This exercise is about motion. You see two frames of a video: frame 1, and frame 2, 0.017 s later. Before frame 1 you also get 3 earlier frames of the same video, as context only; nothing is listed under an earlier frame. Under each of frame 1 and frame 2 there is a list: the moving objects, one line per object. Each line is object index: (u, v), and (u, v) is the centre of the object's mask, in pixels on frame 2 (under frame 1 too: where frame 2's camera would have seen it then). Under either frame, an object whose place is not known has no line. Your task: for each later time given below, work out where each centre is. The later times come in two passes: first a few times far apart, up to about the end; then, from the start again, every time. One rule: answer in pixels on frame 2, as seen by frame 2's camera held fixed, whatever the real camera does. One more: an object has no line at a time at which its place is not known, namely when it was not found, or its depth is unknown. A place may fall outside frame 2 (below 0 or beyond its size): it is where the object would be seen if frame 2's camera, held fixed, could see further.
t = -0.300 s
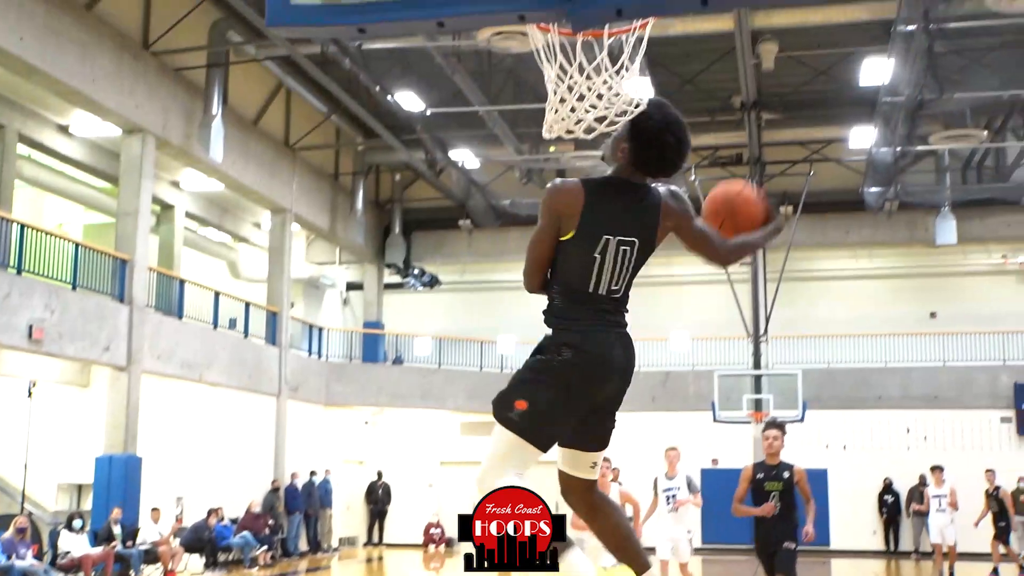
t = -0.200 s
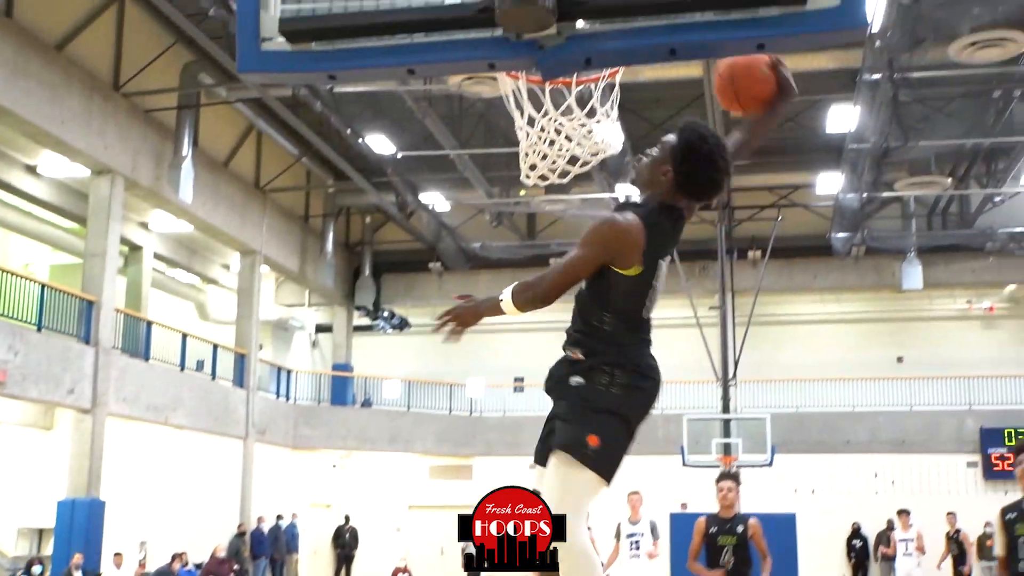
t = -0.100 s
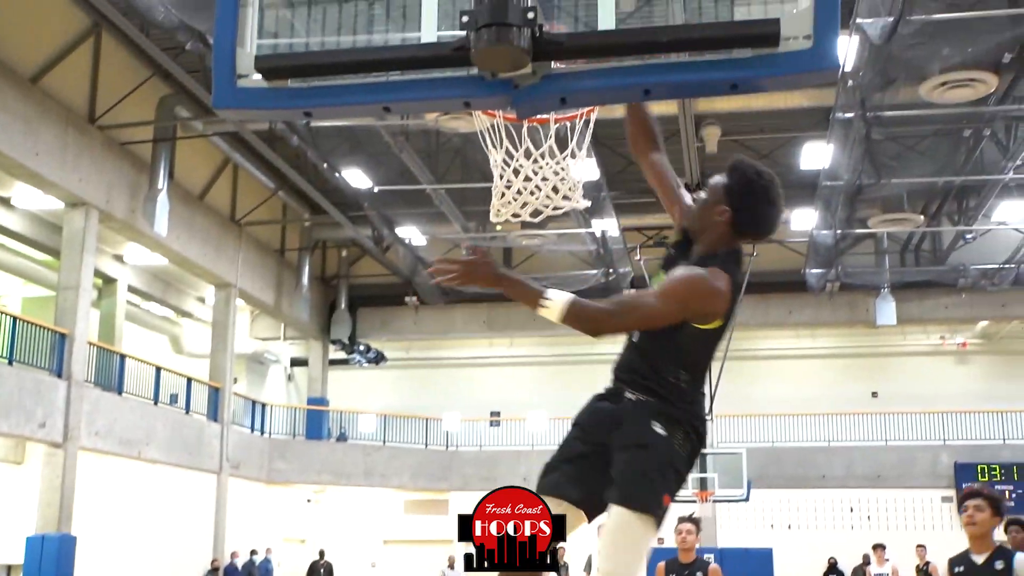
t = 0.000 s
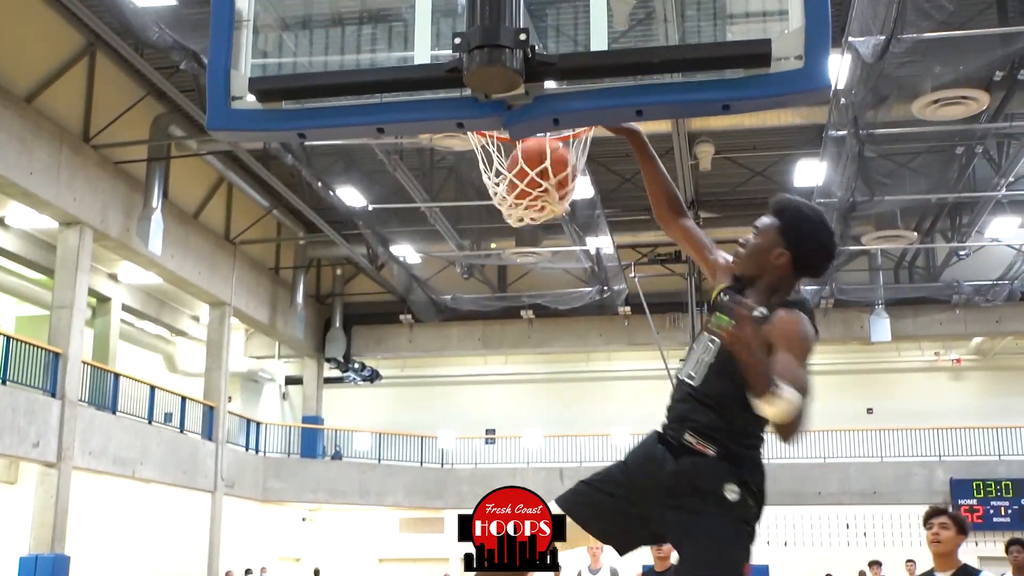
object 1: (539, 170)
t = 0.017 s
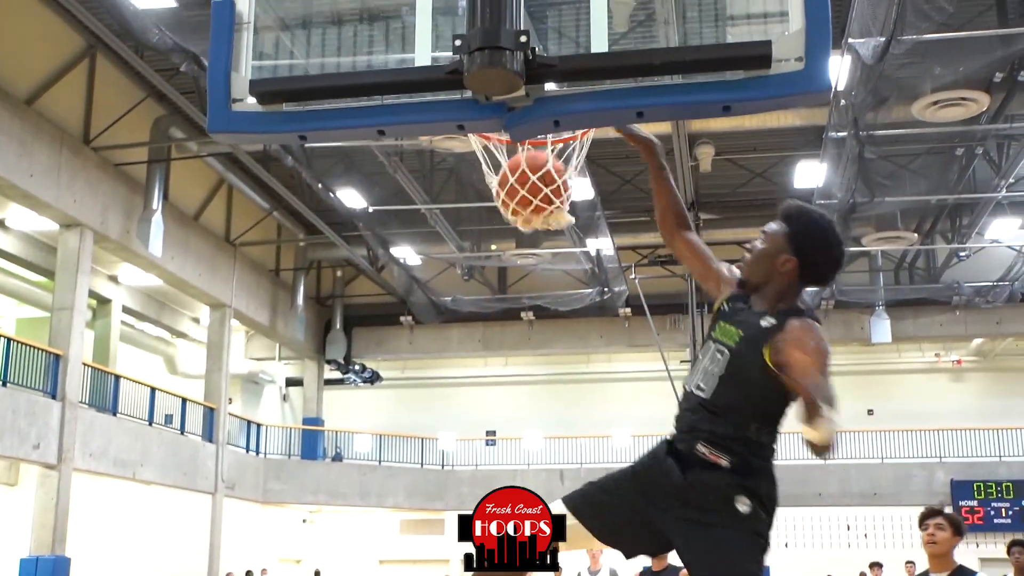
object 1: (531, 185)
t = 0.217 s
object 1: (483, 227)
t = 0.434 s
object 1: (446, 366)
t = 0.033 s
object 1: (526, 195)
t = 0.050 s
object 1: (519, 199)
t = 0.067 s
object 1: (510, 226)
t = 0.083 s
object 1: (507, 225)
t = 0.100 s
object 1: (504, 223)
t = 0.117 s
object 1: (501, 220)
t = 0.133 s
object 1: (497, 218)
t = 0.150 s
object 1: (494, 217)
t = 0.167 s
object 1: (491, 217)
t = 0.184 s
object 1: (488, 218)
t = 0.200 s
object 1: (485, 222)
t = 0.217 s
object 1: (483, 227)
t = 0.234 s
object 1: (480, 232)
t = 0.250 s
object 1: (478, 238)
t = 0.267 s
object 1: (474, 246)
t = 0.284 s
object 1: (472, 254)
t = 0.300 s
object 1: (469, 263)
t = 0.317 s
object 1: (466, 273)
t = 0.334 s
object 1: (464, 284)
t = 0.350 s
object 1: (461, 295)
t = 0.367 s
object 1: (458, 307)
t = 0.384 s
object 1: (455, 321)
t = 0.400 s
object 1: (452, 335)
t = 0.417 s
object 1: (449, 350)
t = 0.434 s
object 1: (446, 366)
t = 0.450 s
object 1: (443, 383)
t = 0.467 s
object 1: (440, 402)
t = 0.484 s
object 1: (436, 420)
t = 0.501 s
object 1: (433, 441)
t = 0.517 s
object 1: (429, 462)
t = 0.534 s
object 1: (426, 483)
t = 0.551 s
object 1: (423, 506)
